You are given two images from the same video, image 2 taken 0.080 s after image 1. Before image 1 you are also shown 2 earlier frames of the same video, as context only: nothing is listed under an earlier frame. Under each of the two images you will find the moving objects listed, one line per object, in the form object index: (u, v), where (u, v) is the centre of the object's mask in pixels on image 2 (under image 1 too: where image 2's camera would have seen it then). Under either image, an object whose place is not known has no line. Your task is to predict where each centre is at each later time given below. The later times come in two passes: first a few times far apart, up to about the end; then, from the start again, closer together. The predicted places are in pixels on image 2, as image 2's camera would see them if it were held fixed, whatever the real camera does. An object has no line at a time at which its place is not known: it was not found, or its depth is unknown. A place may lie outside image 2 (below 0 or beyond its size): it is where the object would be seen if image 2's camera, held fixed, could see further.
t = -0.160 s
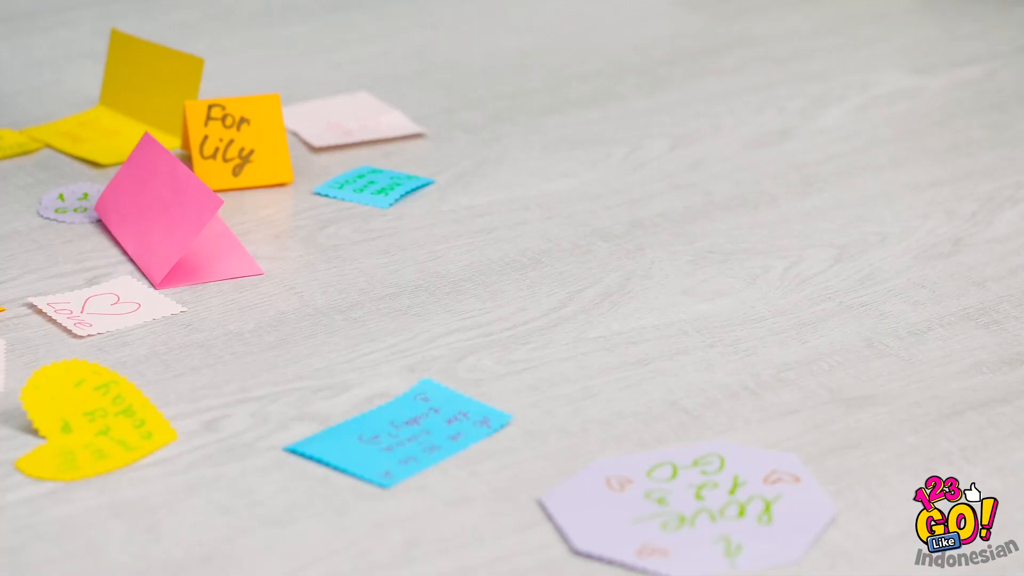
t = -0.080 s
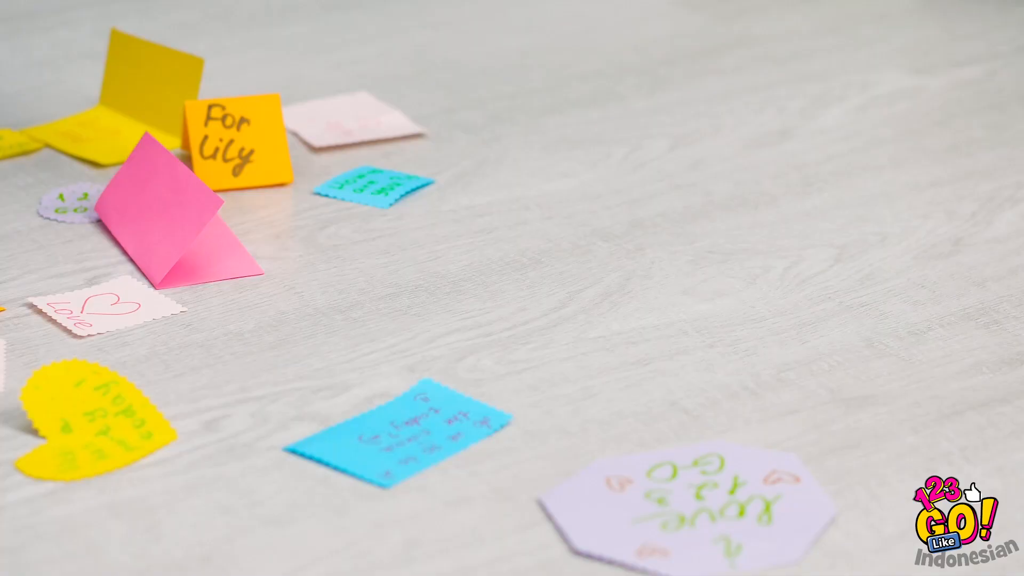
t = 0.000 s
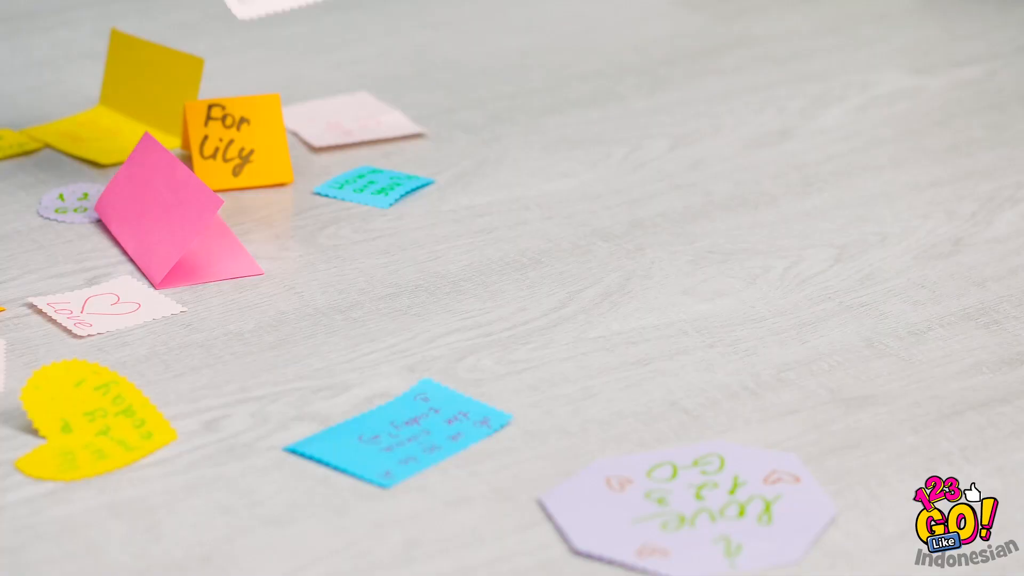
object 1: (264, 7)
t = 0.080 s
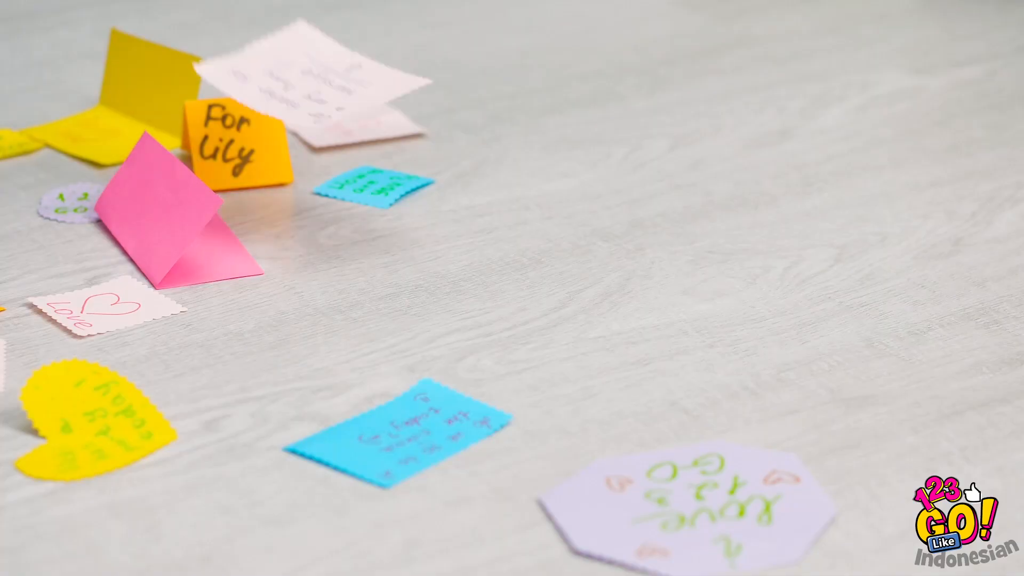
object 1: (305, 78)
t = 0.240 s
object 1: (361, 250)
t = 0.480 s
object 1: (365, 272)
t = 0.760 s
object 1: (365, 272)
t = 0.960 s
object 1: (365, 272)
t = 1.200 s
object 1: (365, 272)
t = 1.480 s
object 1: (365, 272)
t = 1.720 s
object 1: (365, 272)
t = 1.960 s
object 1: (365, 272)
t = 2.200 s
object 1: (365, 272)
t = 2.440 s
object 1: (365, 272)
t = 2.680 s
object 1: (365, 272)
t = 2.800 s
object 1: (365, 272)
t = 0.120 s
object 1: (317, 147)
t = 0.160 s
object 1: (363, 183)
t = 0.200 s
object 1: (364, 218)
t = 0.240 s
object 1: (361, 250)
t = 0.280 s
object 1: (365, 271)
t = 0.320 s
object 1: (365, 272)
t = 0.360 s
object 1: (366, 272)
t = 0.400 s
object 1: (365, 272)
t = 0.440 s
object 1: (365, 272)
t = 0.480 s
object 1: (365, 272)
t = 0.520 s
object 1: (365, 272)
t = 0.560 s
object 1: (365, 272)
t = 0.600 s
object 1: (365, 272)
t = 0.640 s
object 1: (365, 272)
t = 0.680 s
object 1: (365, 272)
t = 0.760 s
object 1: (365, 272)
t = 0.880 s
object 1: (365, 272)
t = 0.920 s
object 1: (365, 272)
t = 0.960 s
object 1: (365, 272)
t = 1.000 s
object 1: (365, 272)
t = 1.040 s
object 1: (365, 272)
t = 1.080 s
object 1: (365, 272)
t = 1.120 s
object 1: (365, 272)
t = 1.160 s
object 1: (365, 272)
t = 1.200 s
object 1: (365, 272)
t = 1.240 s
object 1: (365, 272)
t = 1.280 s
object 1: (365, 272)
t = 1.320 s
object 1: (365, 272)
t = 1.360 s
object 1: (365, 272)
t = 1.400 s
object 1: (365, 272)
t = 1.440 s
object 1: (365, 272)
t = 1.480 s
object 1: (365, 272)
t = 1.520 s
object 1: (365, 272)
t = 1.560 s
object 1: (365, 272)
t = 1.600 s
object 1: (365, 272)
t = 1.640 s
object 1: (365, 272)
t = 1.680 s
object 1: (365, 272)
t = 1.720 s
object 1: (365, 272)
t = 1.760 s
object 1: (365, 272)
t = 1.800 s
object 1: (365, 272)
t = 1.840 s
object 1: (365, 272)
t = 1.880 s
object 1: (365, 272)
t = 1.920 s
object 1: (365, 272)
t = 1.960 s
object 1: (365, 272)
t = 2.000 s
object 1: (365, 272)
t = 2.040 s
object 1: (365, 272)
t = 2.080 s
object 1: (365, 272)
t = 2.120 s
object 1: (365, 272)
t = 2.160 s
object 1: (365, 272)
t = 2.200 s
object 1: (365, 272)
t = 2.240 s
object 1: (365, 272)
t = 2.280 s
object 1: (365, 272)
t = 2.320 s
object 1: (365, 272)
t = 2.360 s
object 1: (365, 272)
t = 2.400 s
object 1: (365, 272)
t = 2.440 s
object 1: (365, 272)
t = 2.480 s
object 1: (365, 272)
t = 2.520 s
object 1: (365, 272)
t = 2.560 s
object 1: (365, 272)
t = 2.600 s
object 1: (365, 272)
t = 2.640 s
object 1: (365, 272)
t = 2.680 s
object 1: (365, 272)
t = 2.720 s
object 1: (365, 272)
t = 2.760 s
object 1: (365, 272)
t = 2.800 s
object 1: (365, 272)
